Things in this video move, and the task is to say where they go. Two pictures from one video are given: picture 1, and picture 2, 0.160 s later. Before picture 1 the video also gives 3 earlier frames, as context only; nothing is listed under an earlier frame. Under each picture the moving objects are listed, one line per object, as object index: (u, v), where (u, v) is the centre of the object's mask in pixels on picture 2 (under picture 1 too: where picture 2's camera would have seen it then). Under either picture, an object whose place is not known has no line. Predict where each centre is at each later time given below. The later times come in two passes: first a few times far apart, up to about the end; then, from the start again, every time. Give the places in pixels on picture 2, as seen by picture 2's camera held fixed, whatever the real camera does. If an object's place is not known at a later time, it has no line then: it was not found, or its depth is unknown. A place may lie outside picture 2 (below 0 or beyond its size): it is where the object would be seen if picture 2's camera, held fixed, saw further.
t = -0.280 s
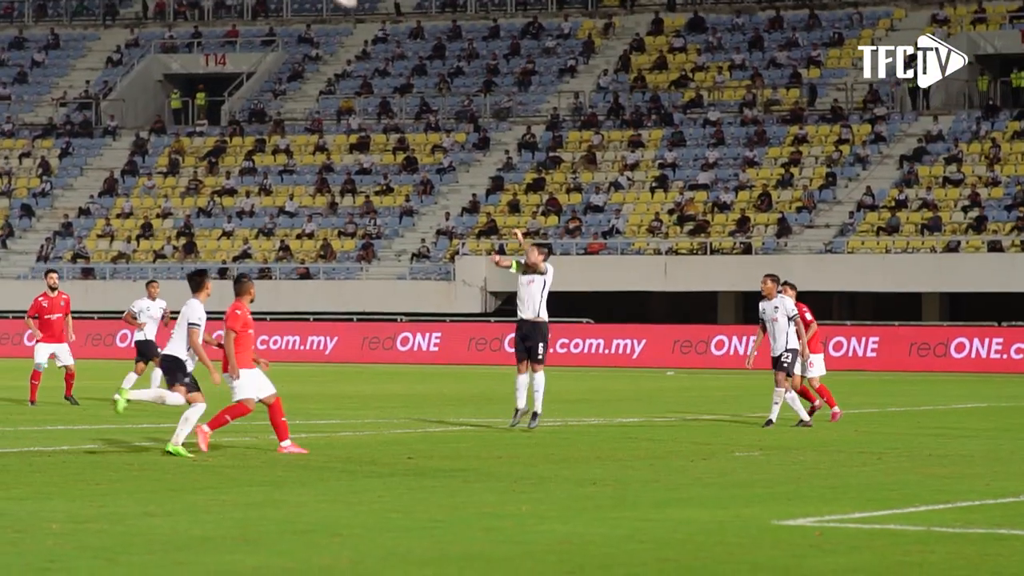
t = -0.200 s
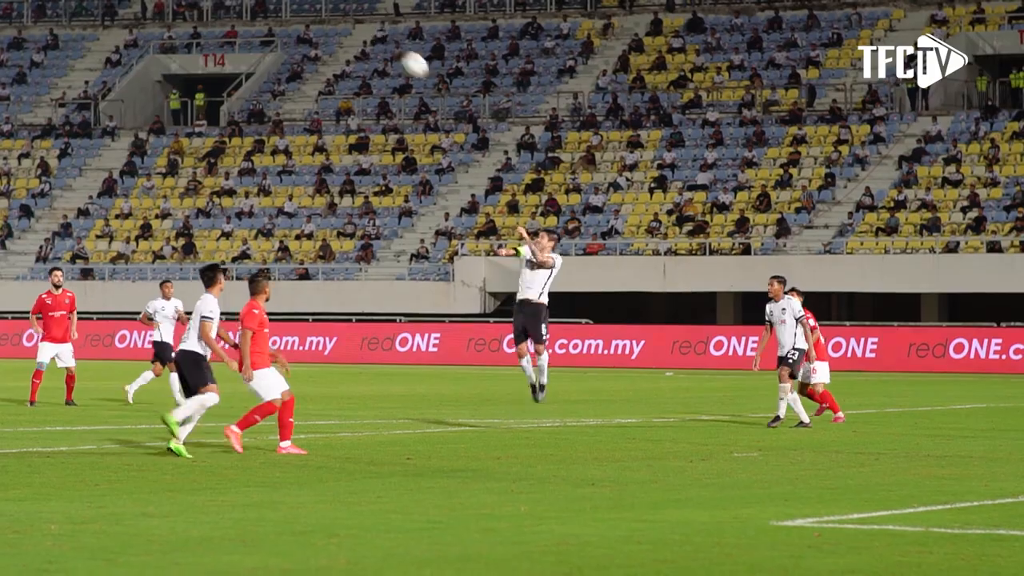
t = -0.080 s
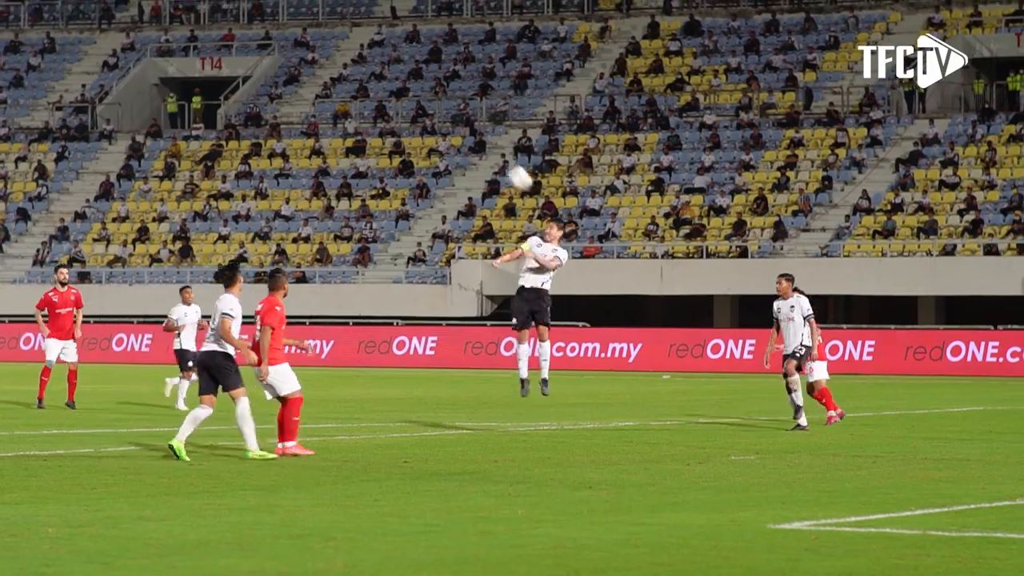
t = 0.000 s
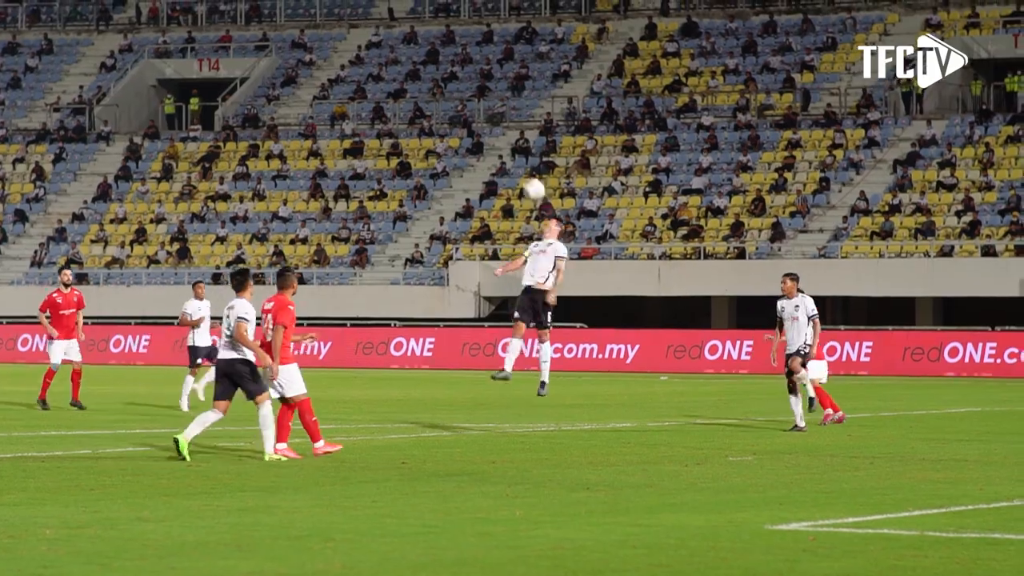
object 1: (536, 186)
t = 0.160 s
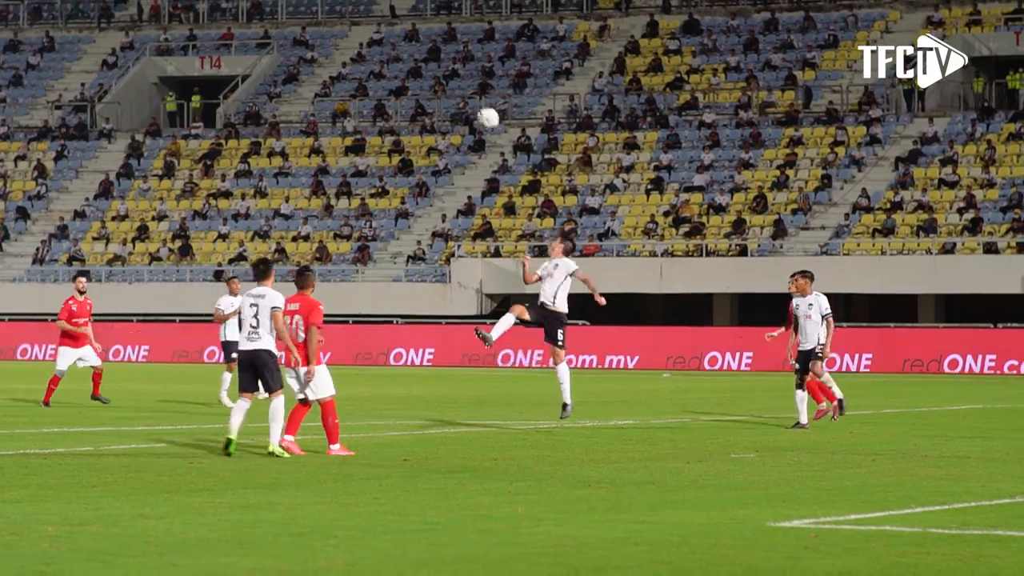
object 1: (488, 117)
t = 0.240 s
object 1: (467, 95)
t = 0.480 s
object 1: (414, 70)
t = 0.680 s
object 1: (375, 90)
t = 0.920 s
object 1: (333, 157)
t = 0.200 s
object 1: (478, 105)
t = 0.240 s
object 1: (467, 95)
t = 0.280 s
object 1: (457, 86)
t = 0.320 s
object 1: (447, 80)
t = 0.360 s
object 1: (438, 75)
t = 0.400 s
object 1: (430, 71)
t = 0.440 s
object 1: (422, 70)
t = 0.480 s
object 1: (414, 70)
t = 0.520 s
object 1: (406, 71)
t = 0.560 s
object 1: (398, 74)
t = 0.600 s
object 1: (390, 78)
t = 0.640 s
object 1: (382, 84)
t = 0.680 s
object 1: (375, 90)
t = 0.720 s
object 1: (367, 98)
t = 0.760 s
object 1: (360, 108)
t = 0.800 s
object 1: (353, 118)
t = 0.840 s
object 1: (346, 130)
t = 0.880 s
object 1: (340, 143)
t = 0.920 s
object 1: (333, 157)
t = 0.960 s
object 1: (327, 172)
